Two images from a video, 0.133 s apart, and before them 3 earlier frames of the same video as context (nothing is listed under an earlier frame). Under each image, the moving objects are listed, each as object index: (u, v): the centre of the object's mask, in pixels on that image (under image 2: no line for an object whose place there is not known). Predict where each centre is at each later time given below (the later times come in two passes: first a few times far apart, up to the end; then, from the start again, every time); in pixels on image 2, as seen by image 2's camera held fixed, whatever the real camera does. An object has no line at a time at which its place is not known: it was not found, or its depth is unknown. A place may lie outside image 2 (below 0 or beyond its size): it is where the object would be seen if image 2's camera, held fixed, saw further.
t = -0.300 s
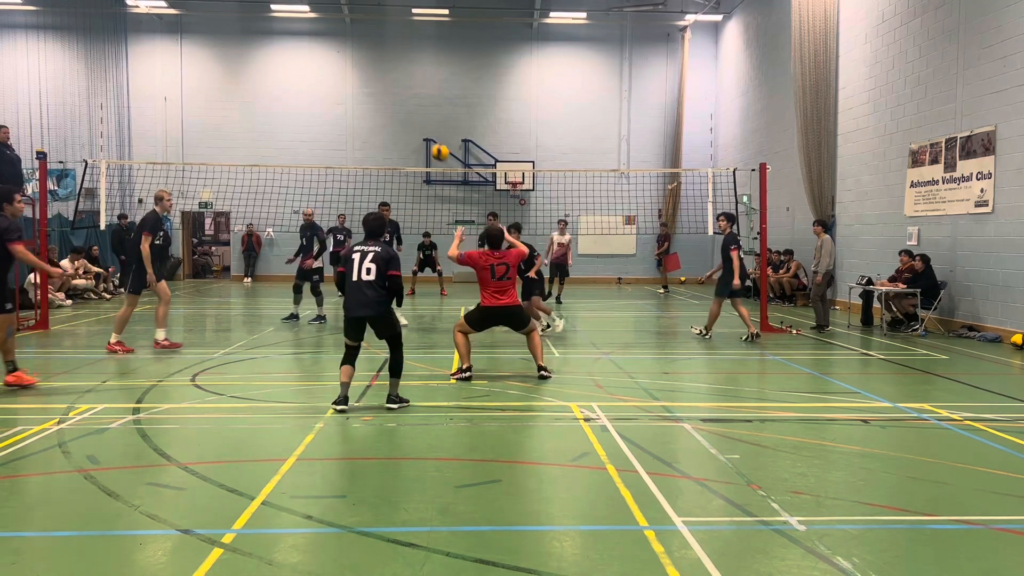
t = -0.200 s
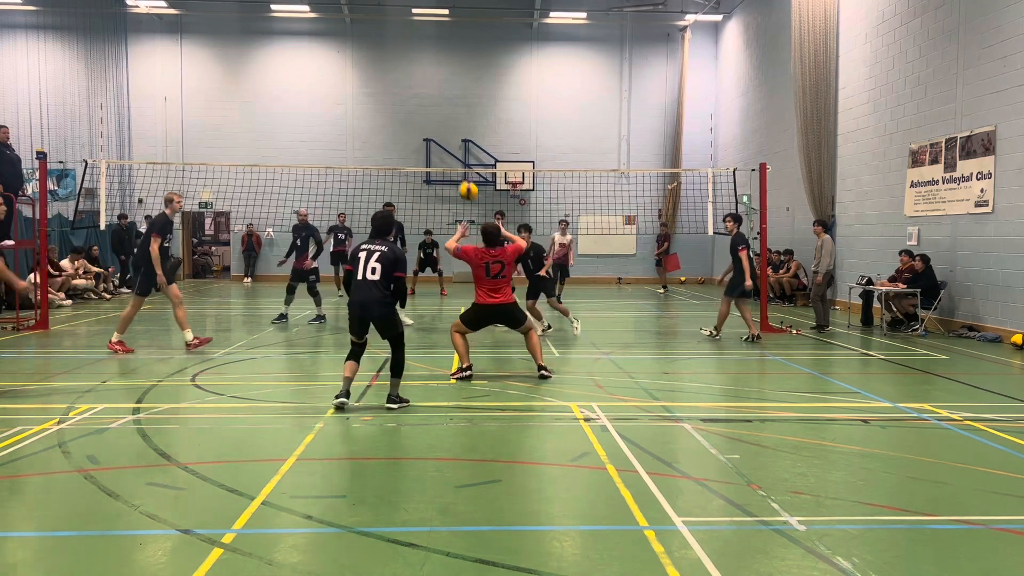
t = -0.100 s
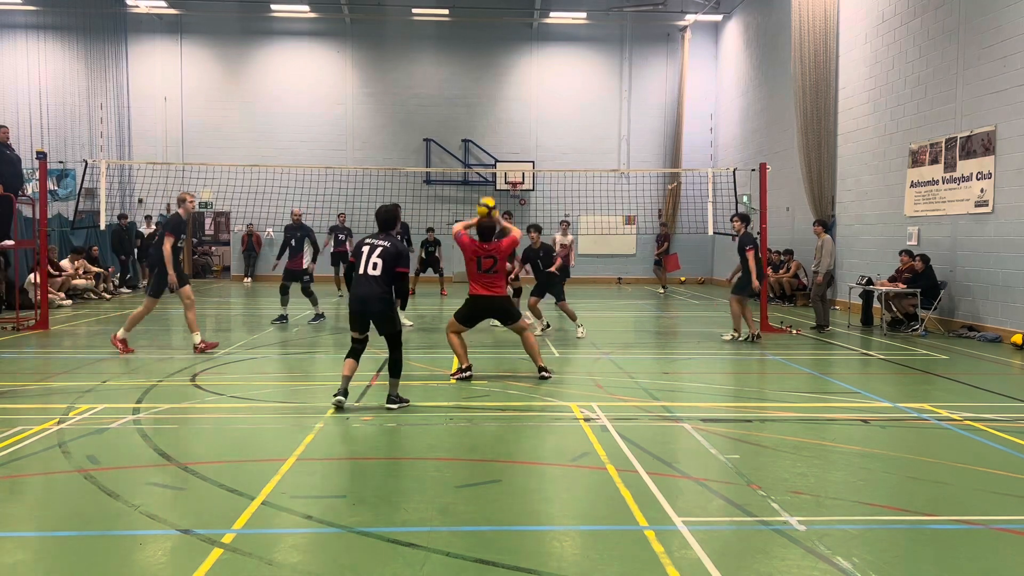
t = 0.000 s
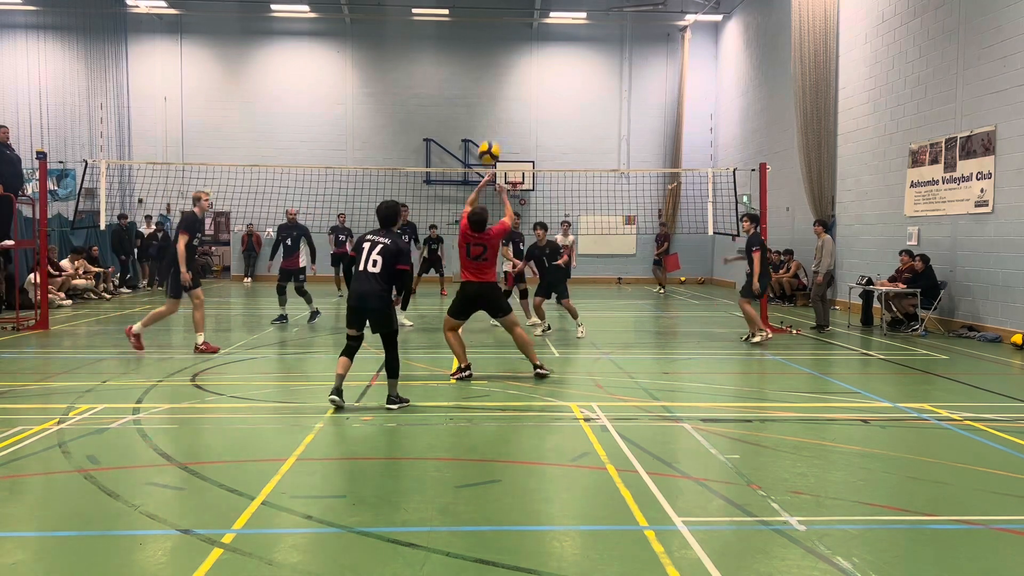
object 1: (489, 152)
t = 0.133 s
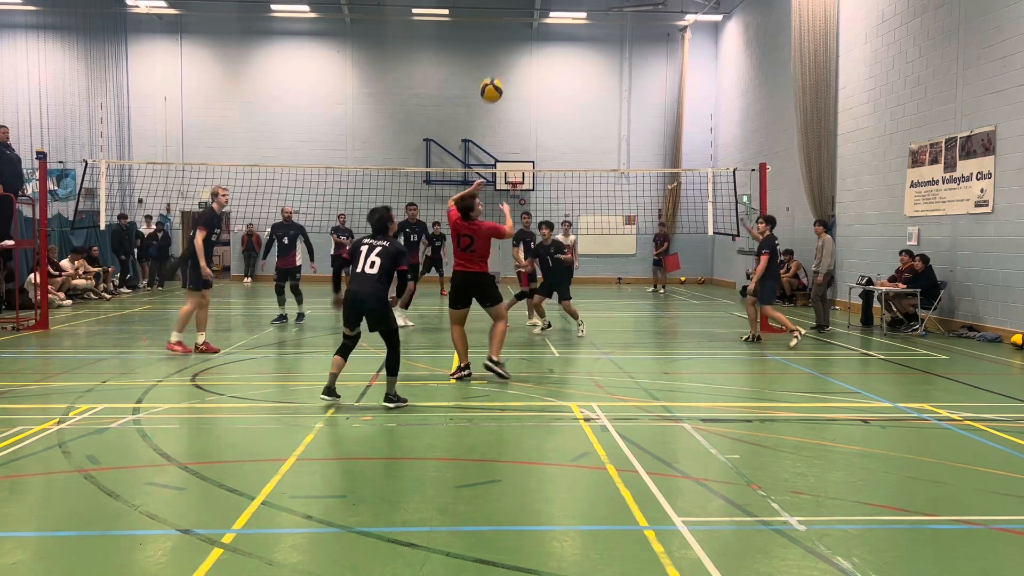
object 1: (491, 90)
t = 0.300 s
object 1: (495, 34)
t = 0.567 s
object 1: (500, 8)
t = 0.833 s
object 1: (506, 66)
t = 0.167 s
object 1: (492, 77)
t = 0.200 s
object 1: (493, 65)
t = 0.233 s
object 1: (494, 53)
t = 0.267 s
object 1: (494, 43)
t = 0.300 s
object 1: (495, 34)
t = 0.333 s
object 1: (496, 26)
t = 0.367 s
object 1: (496, 19)
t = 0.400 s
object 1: (497, 14)
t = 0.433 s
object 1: (498, 10)
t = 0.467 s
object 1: (499, 8)
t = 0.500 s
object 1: (499, 8)
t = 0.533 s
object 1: (500, 8)
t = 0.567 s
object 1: (500, 8)
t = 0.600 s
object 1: (501, 9)
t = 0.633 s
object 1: (503, 12)
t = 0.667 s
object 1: (503, 16)
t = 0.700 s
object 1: (503, 22)
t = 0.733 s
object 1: (504, 31)
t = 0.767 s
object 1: (506, 41)
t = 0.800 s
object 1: (506, 53)
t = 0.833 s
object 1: (506, 66)
